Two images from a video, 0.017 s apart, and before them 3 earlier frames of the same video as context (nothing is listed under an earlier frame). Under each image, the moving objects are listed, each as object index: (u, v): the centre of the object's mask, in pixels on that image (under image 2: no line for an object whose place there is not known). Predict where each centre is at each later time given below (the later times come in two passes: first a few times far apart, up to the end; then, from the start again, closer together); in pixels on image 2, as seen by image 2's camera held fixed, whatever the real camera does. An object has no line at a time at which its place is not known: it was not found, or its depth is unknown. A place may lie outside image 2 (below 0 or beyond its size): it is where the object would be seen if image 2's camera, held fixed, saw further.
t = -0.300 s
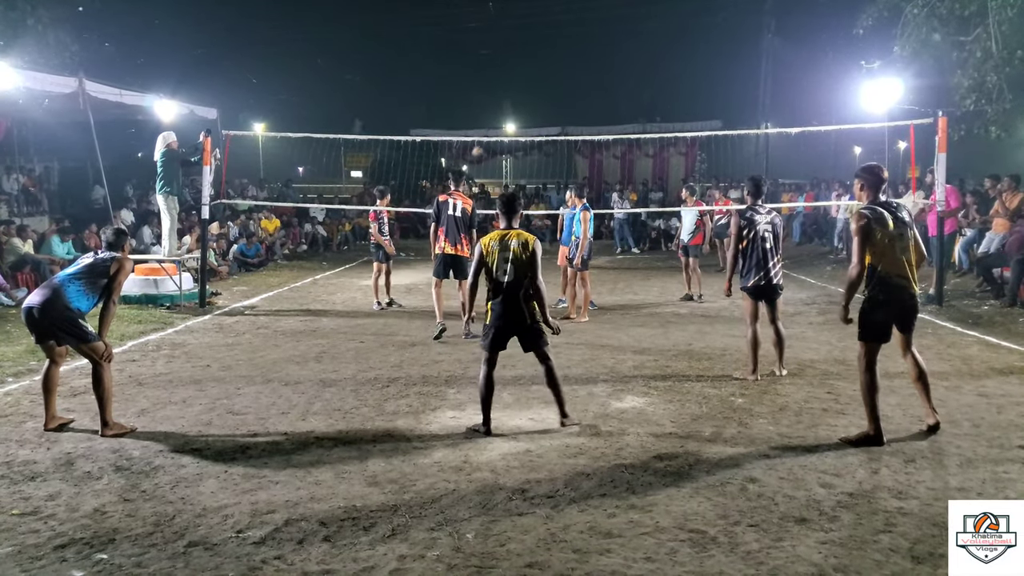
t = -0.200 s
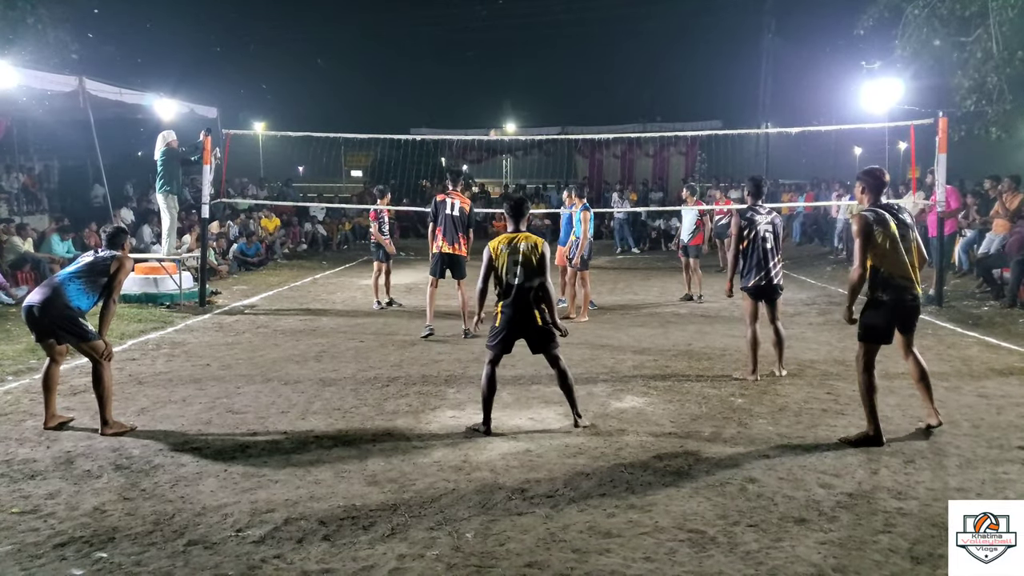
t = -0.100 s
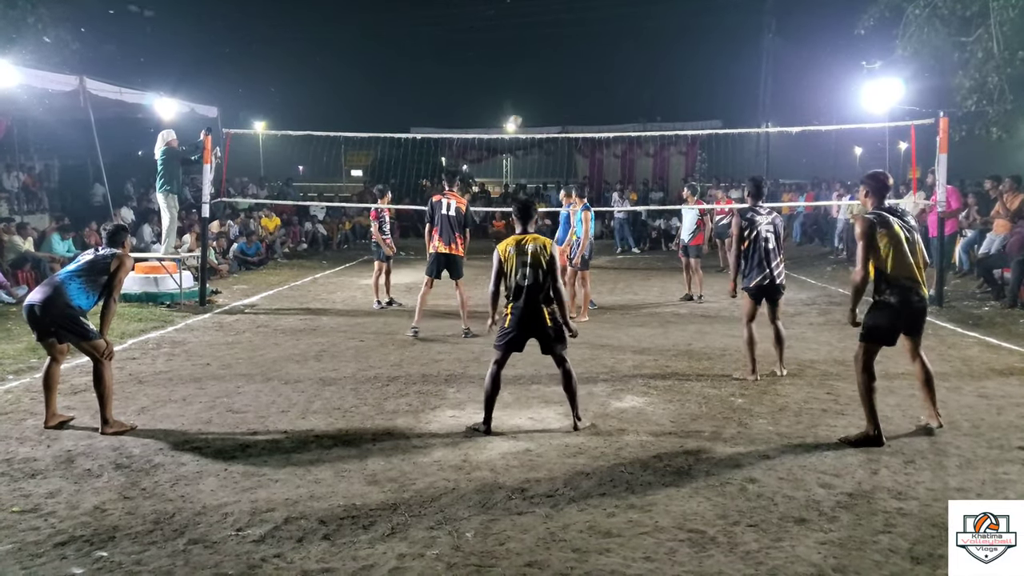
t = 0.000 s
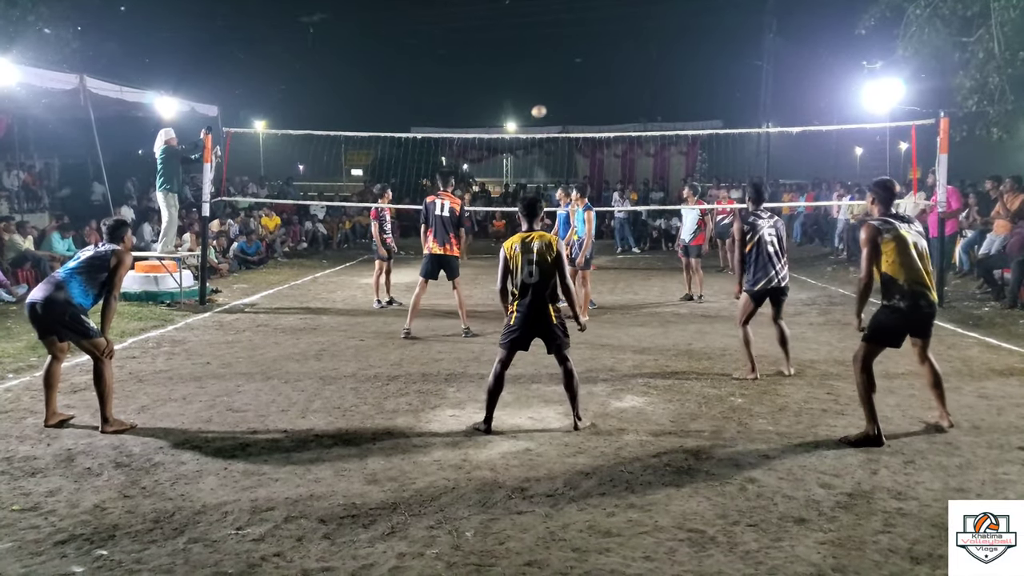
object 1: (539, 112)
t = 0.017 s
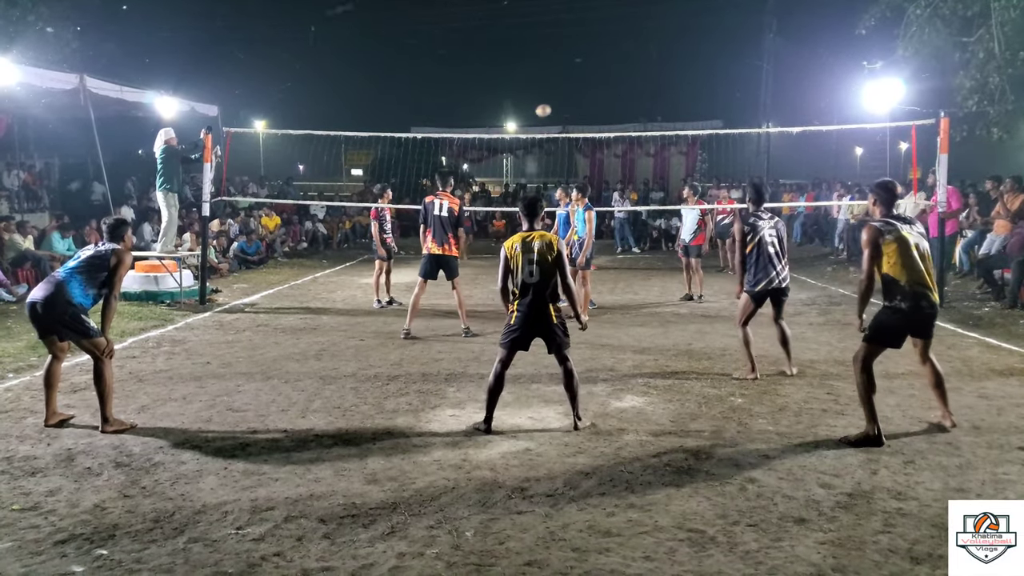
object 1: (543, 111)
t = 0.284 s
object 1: (633, 122)
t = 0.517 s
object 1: (742, 182)
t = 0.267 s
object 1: (626, 120)
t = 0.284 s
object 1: (633, 122)
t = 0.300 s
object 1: (640, 125)
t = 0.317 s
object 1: (647, 128)
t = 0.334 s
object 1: (653, 129)
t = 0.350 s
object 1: (661, 133)
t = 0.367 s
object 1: (668, 136)
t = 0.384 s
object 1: (675, 140)
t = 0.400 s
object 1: (683, 145)
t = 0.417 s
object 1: (690, 148)
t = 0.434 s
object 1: (698, 153)
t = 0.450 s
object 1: (706, 158)
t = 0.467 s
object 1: (715, 163)
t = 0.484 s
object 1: (723, 169)
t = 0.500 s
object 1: (732, 176)
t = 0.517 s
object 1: (742, 182)
